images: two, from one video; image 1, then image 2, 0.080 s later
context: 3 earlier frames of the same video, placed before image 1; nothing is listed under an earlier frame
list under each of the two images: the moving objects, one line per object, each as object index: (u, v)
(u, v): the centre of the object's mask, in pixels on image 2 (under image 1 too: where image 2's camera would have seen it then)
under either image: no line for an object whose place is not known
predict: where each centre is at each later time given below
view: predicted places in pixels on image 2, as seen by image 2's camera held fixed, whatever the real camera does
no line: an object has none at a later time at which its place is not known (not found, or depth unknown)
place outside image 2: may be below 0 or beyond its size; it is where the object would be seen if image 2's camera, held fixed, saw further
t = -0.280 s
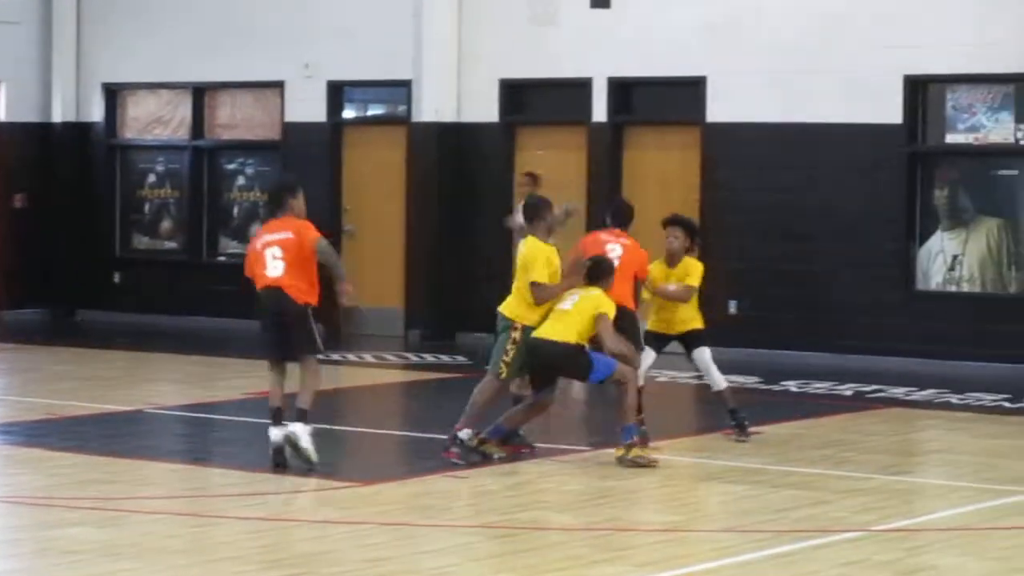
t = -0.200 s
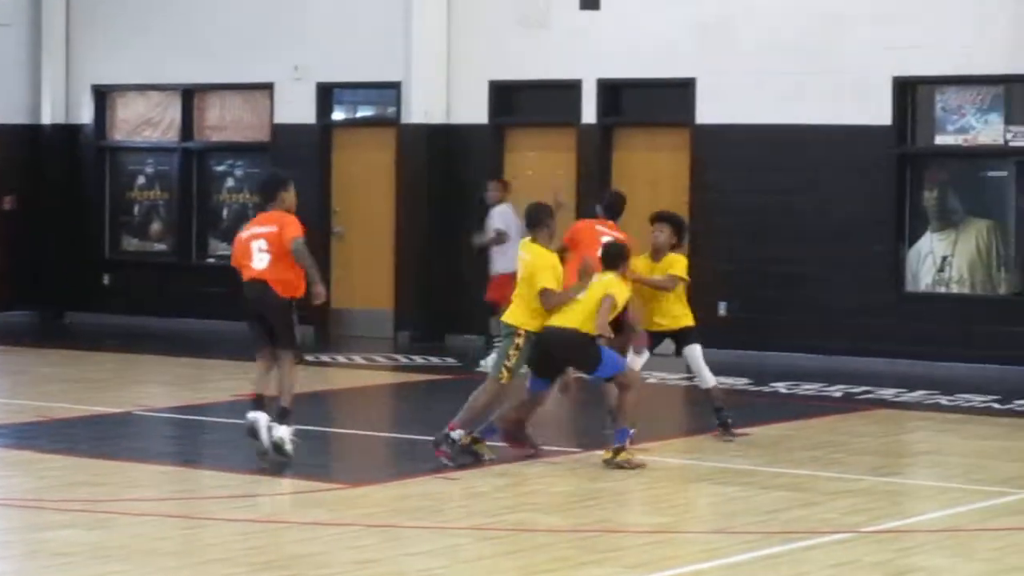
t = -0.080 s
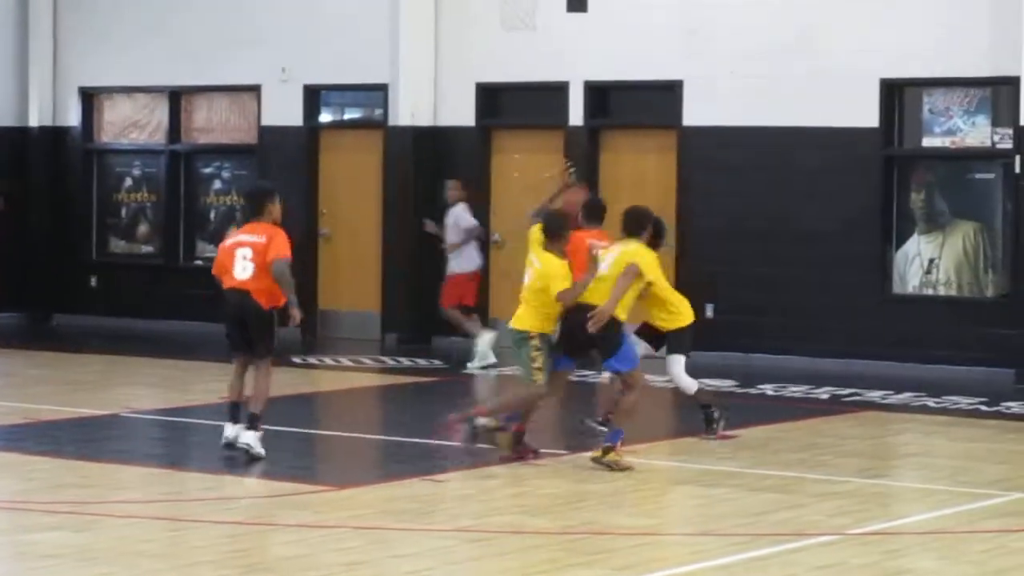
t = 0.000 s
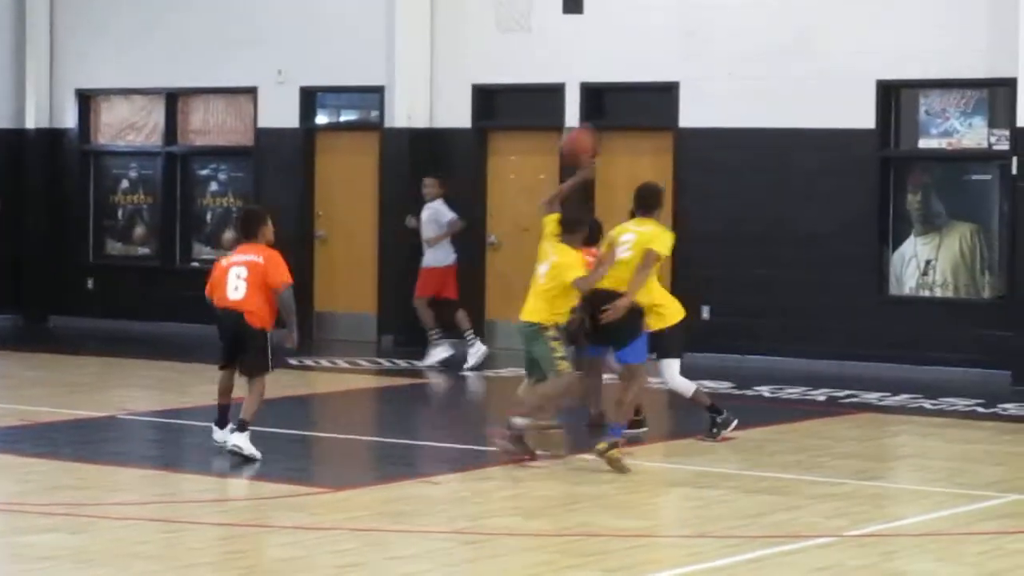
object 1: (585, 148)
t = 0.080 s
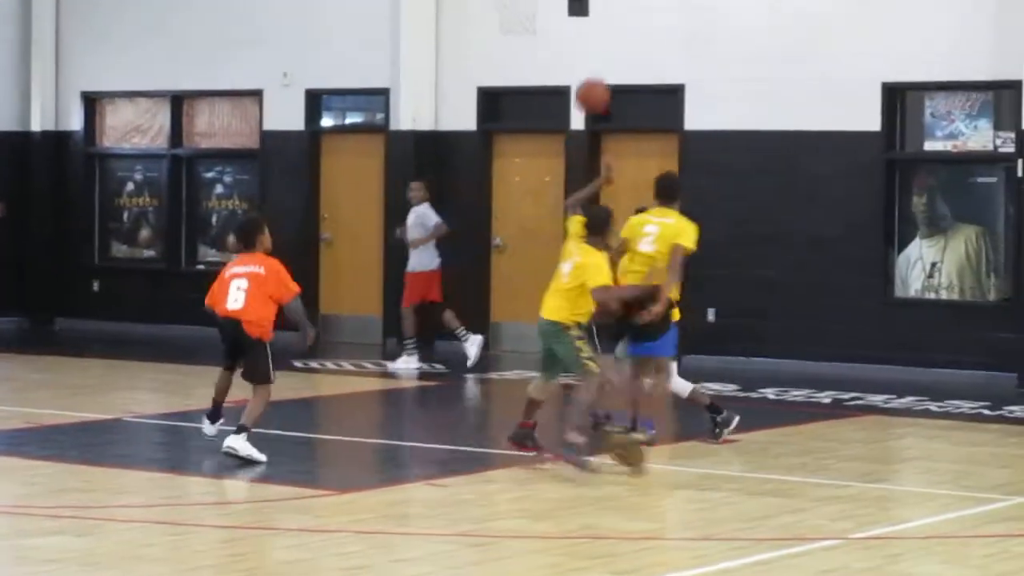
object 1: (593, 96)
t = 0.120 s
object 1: (595, 73)
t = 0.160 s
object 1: (598, 54)
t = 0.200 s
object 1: (603, 37)
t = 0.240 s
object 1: (606, 23)
